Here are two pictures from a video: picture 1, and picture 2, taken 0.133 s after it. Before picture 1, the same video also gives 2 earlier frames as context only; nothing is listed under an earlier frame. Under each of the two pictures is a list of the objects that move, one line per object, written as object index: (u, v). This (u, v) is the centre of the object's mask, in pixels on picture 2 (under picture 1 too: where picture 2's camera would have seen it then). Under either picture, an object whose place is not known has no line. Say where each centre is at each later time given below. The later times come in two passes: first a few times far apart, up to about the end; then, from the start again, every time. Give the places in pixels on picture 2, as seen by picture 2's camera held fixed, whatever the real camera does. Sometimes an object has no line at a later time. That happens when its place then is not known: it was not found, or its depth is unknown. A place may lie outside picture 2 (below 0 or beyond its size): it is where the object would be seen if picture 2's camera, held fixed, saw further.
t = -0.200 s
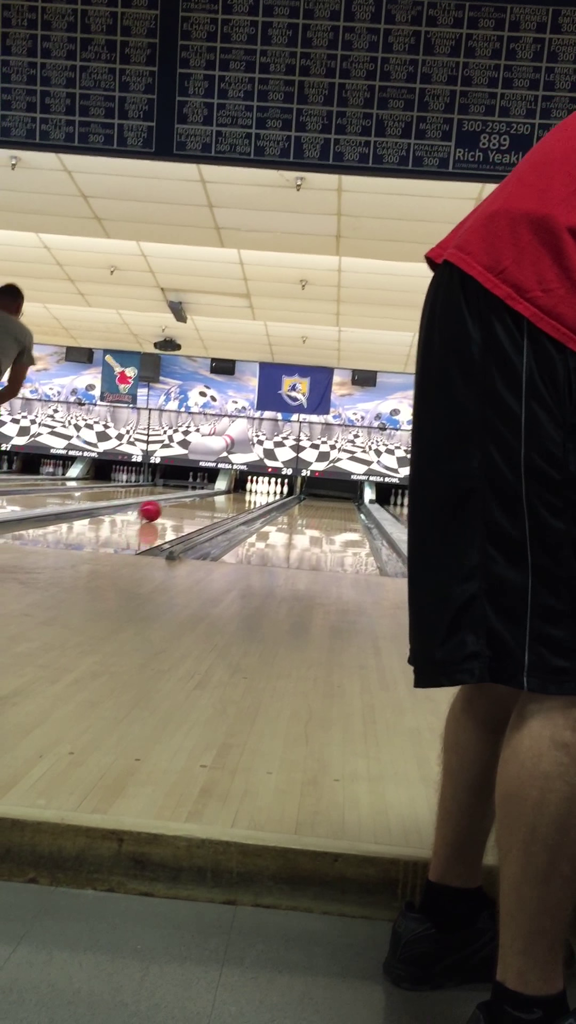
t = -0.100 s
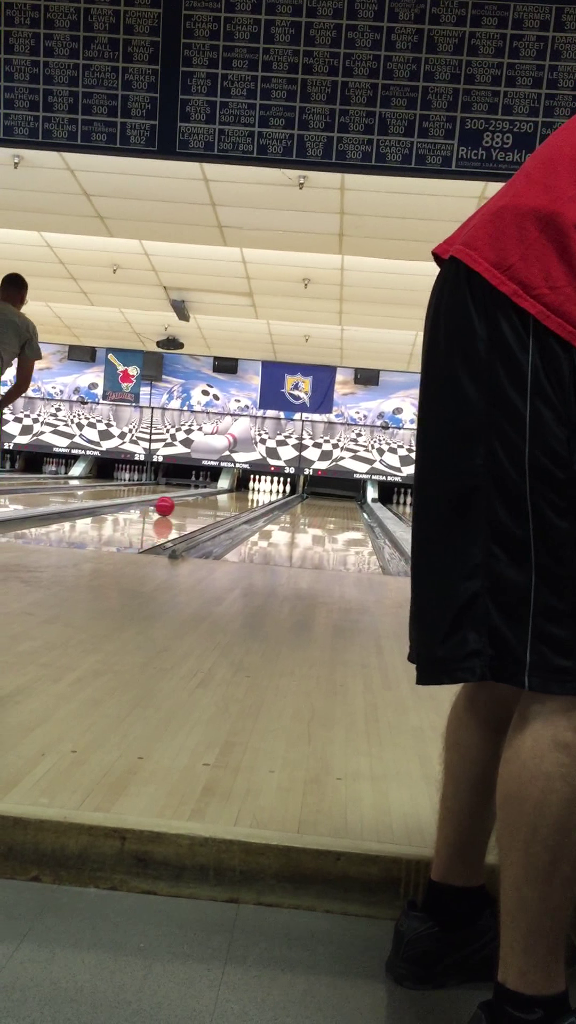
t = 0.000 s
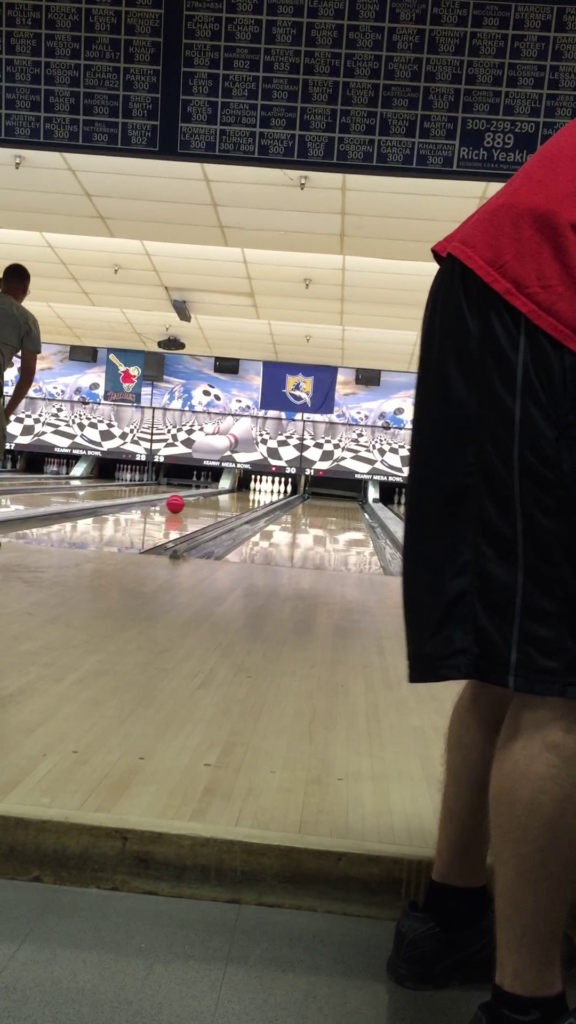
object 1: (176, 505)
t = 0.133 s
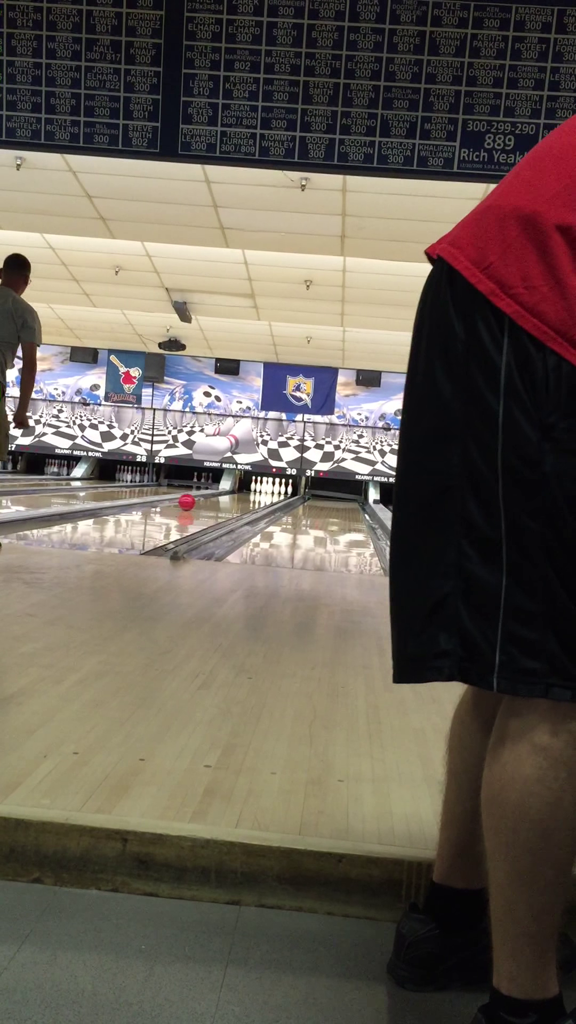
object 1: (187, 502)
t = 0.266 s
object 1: (196, 499)
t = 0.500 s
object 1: (208, 496)
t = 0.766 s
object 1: (218, 493)
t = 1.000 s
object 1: (225, 490)
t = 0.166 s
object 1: (189, 501)
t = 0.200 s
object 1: (191, 501)
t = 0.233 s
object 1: (194, 500)
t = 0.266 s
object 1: (196, 499)
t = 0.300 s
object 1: (198, 499)
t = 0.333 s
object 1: (200, 498)
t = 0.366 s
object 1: (201, 498)
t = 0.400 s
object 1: (203, 497)
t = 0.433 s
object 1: (205, 497)
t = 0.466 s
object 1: (206, 496)
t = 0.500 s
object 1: (208, 496)
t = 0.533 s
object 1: (209, 495)
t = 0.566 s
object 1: (211, 495)
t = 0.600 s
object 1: (212, 495)
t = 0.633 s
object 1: (214, 494)
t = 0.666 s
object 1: (215, 494)
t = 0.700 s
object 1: (216, 493)
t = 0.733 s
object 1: (217, 493)
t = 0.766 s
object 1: (218, 493)
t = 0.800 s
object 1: (219, 492)
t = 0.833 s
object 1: (220, 492)
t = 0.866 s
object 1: (221, 492)
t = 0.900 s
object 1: (222, 491)
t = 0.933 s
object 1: (223, 491)
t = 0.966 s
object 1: (224, 491)
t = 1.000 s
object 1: (225, 490)
